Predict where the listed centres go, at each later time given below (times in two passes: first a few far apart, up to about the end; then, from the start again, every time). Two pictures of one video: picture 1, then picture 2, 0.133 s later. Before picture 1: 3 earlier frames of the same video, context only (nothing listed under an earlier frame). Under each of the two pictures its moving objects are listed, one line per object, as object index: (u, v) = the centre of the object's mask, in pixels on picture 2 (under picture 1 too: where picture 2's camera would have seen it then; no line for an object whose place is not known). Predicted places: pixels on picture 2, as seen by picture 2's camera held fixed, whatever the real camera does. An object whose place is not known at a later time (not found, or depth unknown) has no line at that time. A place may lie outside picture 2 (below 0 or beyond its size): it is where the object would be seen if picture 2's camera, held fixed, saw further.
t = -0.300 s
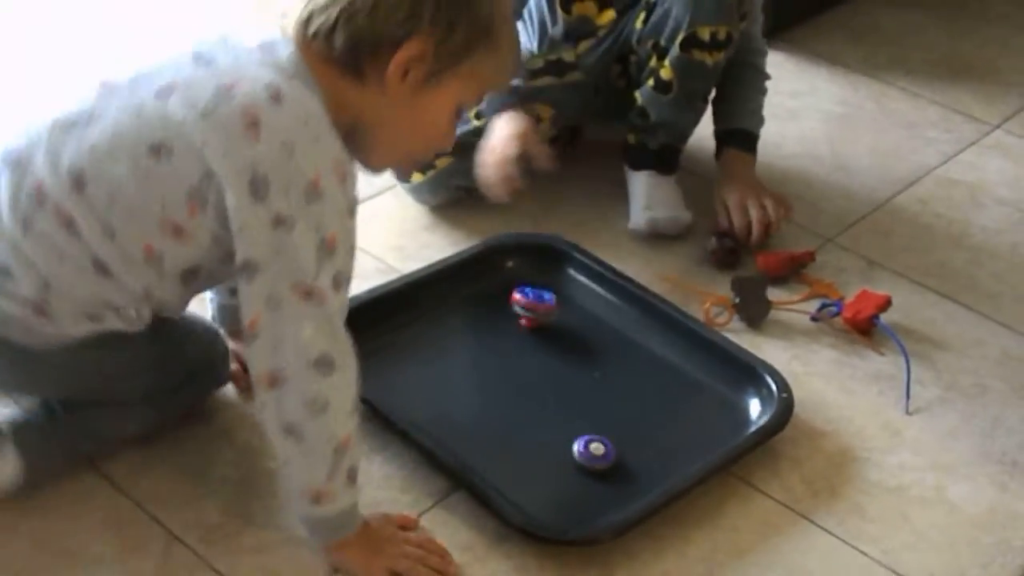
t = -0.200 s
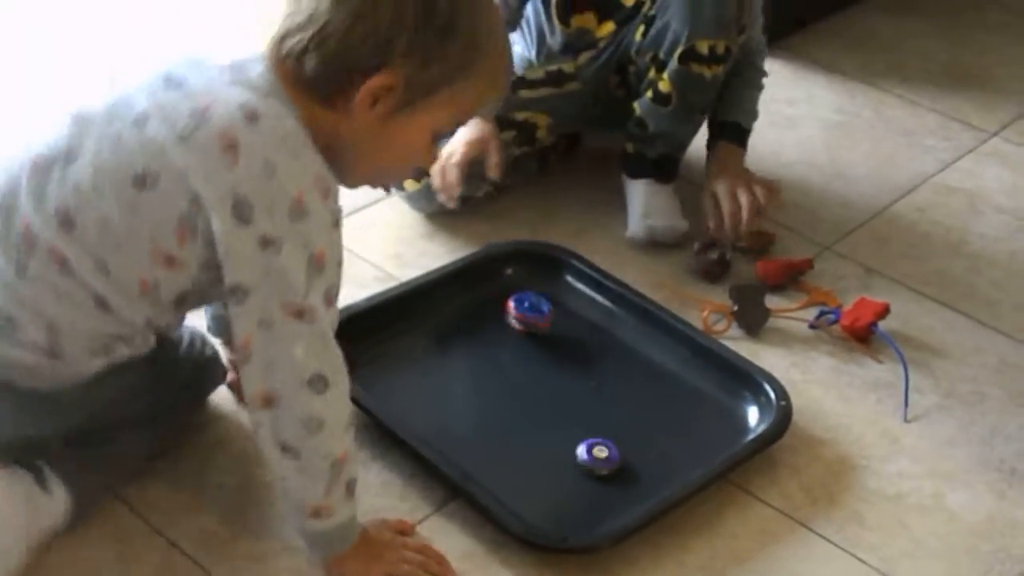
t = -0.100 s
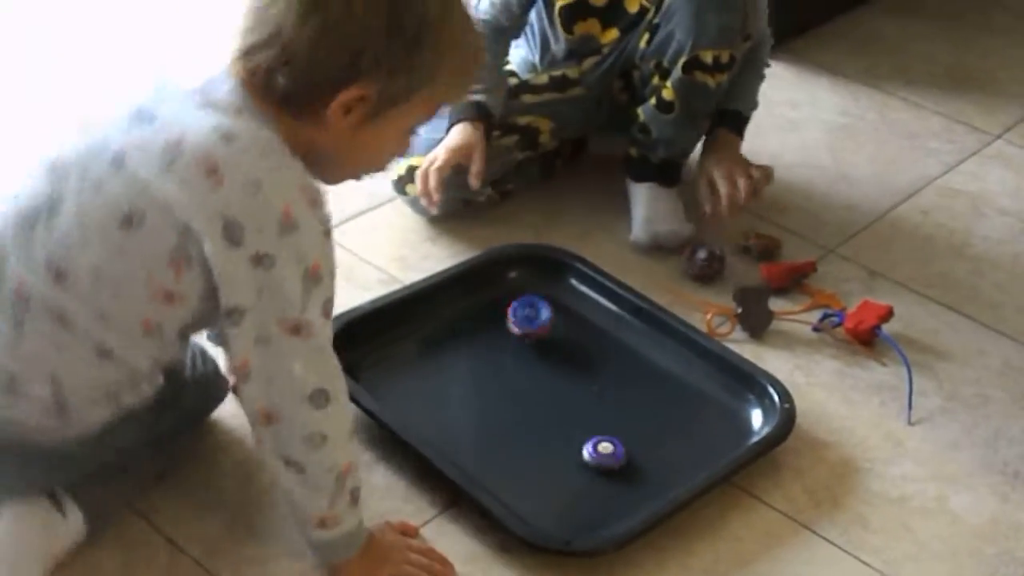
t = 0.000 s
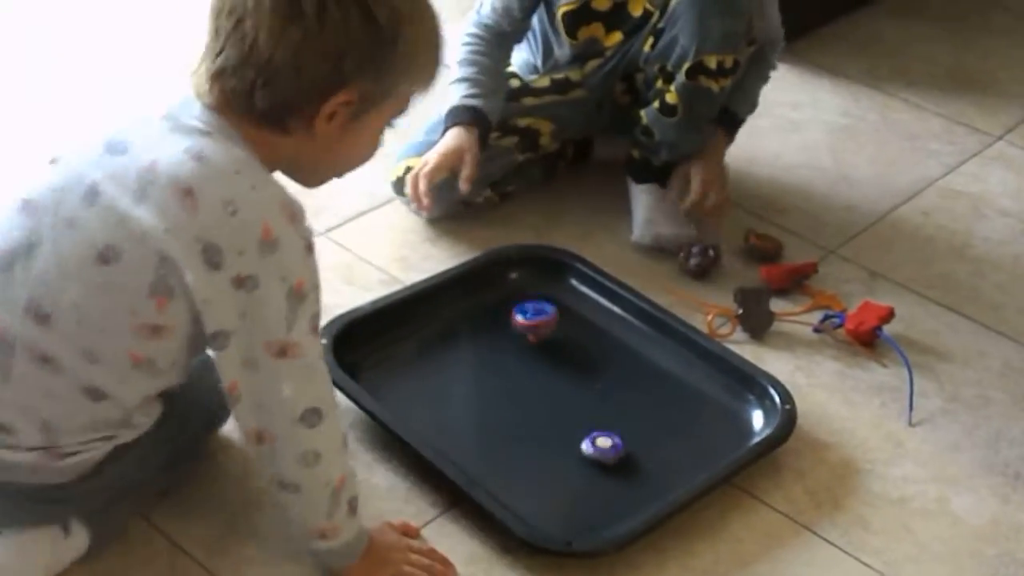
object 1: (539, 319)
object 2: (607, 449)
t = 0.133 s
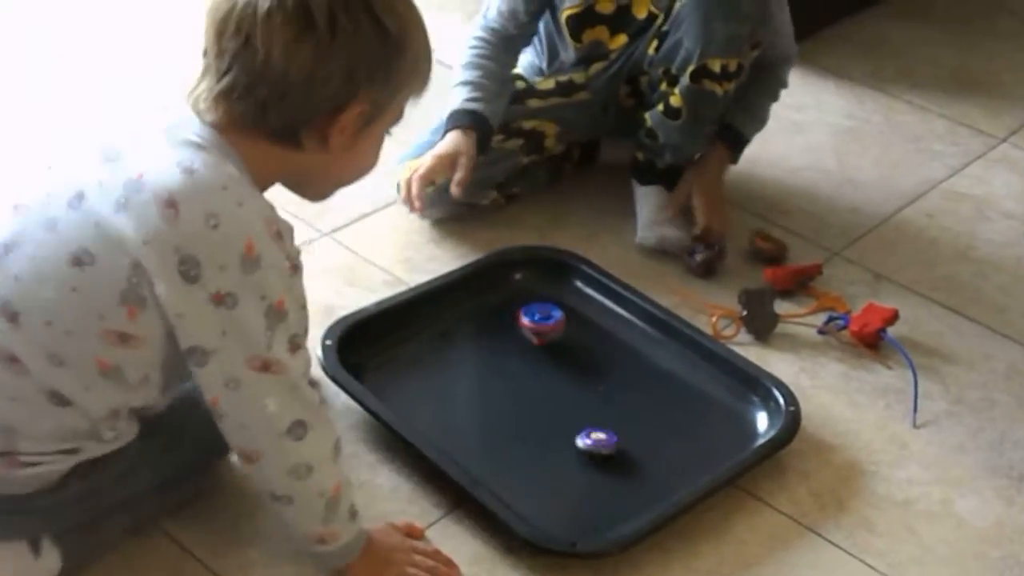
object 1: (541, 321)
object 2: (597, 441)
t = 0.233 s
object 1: (542, 320)
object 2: (587, 440)
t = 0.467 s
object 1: (546, 321)
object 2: (575, 449)
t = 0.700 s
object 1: (547, 323)
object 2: (584, 455)
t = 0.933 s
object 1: (539, 324)
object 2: (585, 450)
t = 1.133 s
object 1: (546, 328)
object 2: (579, 452)
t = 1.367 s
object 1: (545, 321)
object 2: (581, 450)
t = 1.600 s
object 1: (531, 322)
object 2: (576, 452)
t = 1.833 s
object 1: (527, 331)
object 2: (574, 453)
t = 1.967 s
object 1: (530, 336)
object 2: (575, 453)
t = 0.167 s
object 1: (541, 321)
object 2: (593, 441)
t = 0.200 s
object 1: (541, 321)
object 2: (590, 441)
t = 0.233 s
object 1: (542, 320)
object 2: (587, 440)
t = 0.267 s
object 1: (542, 320)
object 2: (584, 442)
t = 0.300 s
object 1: (543, 320)
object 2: (581, 442)
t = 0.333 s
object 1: (544, 320)
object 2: (579, 443)
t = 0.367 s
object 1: (547, 321)
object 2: (578, 445)
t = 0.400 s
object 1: (547, 323)
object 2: (575, 447)
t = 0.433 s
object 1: (547, 322)
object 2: (575, 448)
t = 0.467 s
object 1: (546, 321)
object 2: (575, 449)
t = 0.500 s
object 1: (547, 321)
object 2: (575, 451)
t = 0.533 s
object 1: (548, 321)
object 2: (576, 452)
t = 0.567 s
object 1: (547, 322)
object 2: (578, 453)
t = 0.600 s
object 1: (547, 323)
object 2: (579, 455)
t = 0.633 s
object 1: (547, 323)
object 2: (581, 455)
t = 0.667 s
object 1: (547, 323)
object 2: (582, 455)
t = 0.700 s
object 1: (547, 323)
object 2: (584, 455)
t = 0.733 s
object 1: (546, 321)
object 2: (585, 455)
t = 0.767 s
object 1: (545, 322)
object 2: (585, 455)
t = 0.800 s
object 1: (544, 322)
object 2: (586, 454)
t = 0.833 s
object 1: (543, 321)
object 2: (587, 453)
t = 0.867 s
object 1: (542, 323)
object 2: (587, 452)
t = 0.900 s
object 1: (541, 325)
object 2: (586, 451)
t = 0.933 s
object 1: (539, 324)
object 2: (585, 450)
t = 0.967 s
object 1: (541, 326)
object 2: (583, 450)
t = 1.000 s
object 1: (543, 327)
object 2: (582, 450)
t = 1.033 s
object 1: (544, 327)
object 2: (581, 450)
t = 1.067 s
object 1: (545, 328)
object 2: (580, 450)
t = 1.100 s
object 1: (546, 328)
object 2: (579, 450)
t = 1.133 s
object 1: (546, 328)
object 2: (579, 452)
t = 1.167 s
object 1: (549, 328)
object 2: (579, 452)
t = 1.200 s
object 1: (550, 327)
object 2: (579, 452)
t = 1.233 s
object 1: (547, 325)
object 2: (580, 453)
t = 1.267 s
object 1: (546, 324)
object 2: (580, 453)
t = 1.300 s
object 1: (545, 322)
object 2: (580, 452)
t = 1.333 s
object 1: (545, 322)
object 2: (581, 450)
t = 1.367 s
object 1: (545, 321)
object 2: (581, 450)
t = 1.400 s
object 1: (544, 321)
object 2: (579, 450)
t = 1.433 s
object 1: (543, 320)
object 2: (578, 449)
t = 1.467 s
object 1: (543, 321)
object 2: (577, 450)
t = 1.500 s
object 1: (539, 320)
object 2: (576, 450)
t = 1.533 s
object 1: (535, 320)
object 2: (575, 451)
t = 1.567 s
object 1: (531, 321)
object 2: (575, 452)
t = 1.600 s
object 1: (531, 322)
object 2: (576, 452)
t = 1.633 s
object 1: (531, 323)
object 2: (576, 452)
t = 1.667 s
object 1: (533, 324)
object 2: (576, 451)
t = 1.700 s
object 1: (533, 324)
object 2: (576, 451)
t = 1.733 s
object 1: (531, 326)
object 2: (576, 452)
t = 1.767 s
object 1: (529, 328)
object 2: (574, 452)
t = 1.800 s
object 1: (525, 329)
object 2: (574, 452)
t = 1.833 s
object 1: (527, 331)
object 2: (574, 453)
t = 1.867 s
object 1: (527, 332)
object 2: (575, 454)
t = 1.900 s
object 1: (528, 334)
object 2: (575, 453)
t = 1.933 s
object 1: (529, 335)
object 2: (576, 452)
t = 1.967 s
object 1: (530, 336)
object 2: (575, 453)
